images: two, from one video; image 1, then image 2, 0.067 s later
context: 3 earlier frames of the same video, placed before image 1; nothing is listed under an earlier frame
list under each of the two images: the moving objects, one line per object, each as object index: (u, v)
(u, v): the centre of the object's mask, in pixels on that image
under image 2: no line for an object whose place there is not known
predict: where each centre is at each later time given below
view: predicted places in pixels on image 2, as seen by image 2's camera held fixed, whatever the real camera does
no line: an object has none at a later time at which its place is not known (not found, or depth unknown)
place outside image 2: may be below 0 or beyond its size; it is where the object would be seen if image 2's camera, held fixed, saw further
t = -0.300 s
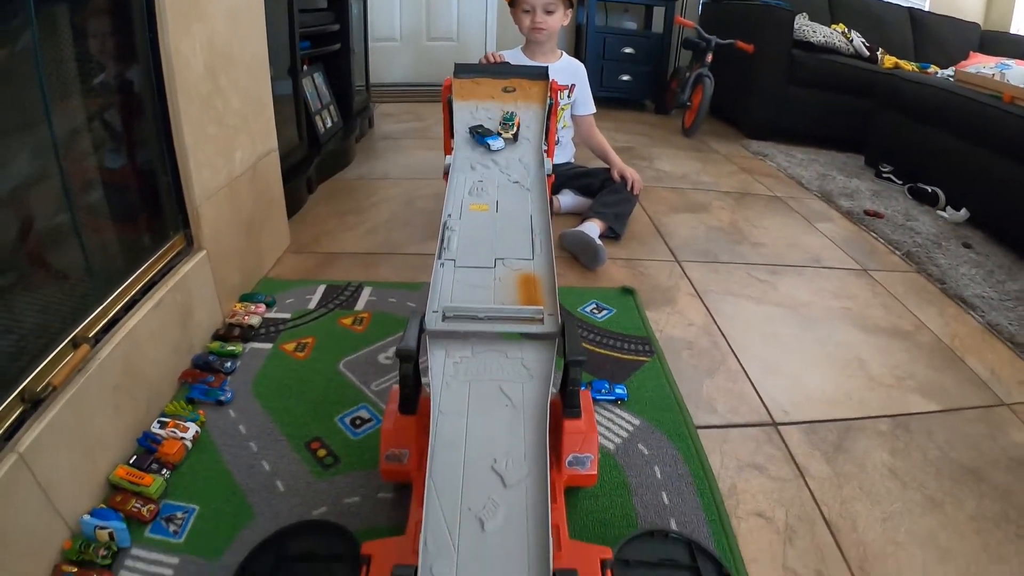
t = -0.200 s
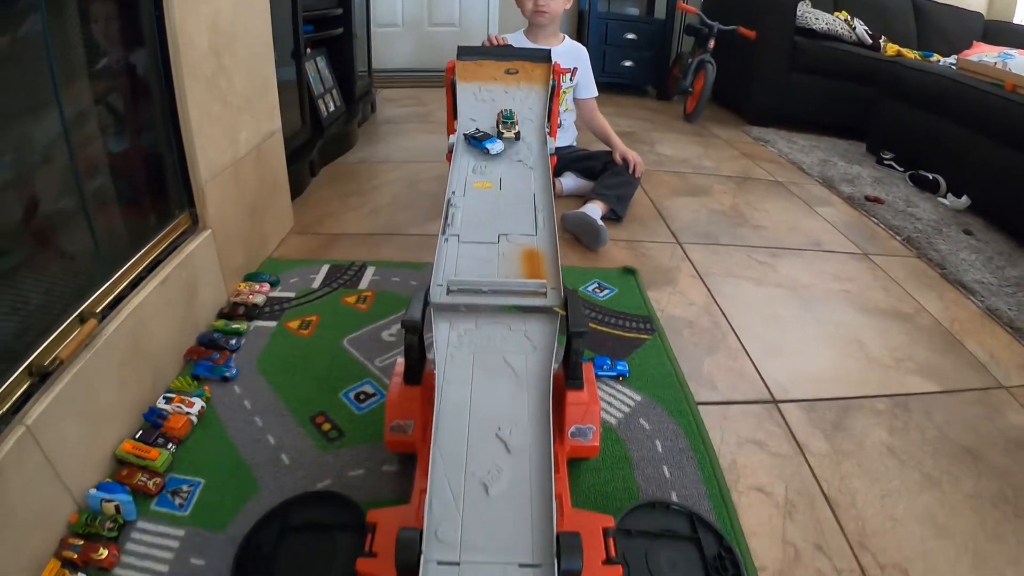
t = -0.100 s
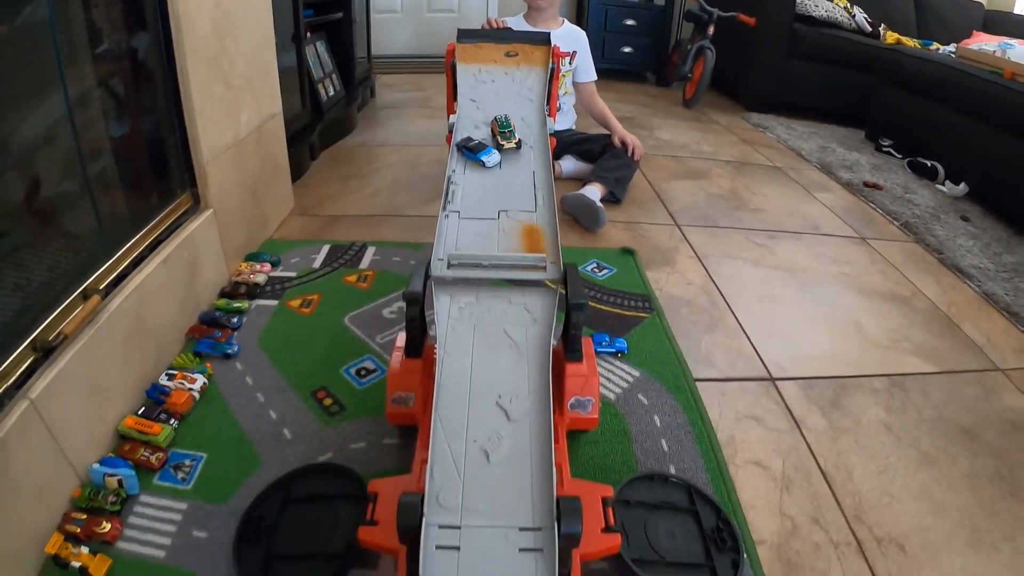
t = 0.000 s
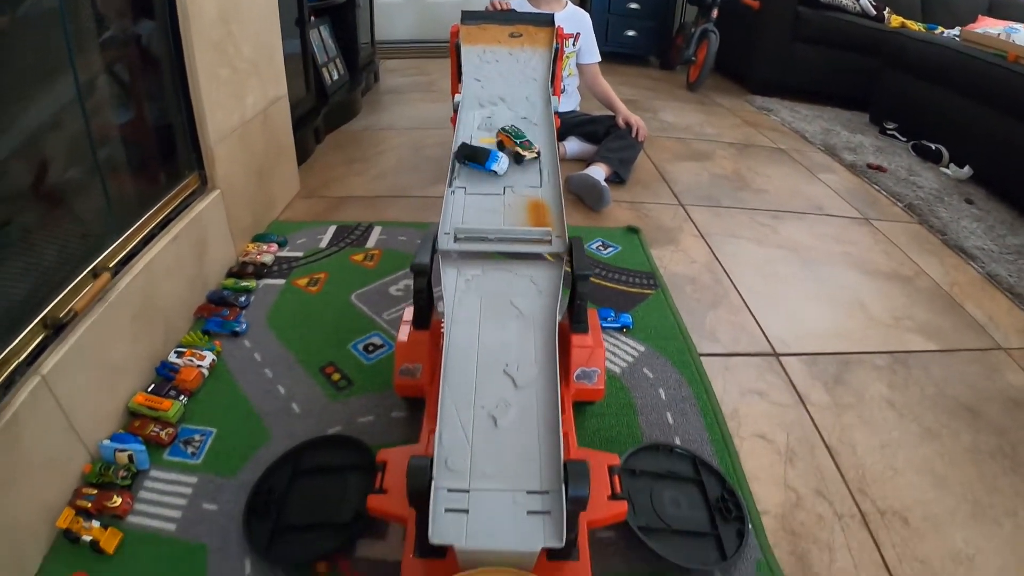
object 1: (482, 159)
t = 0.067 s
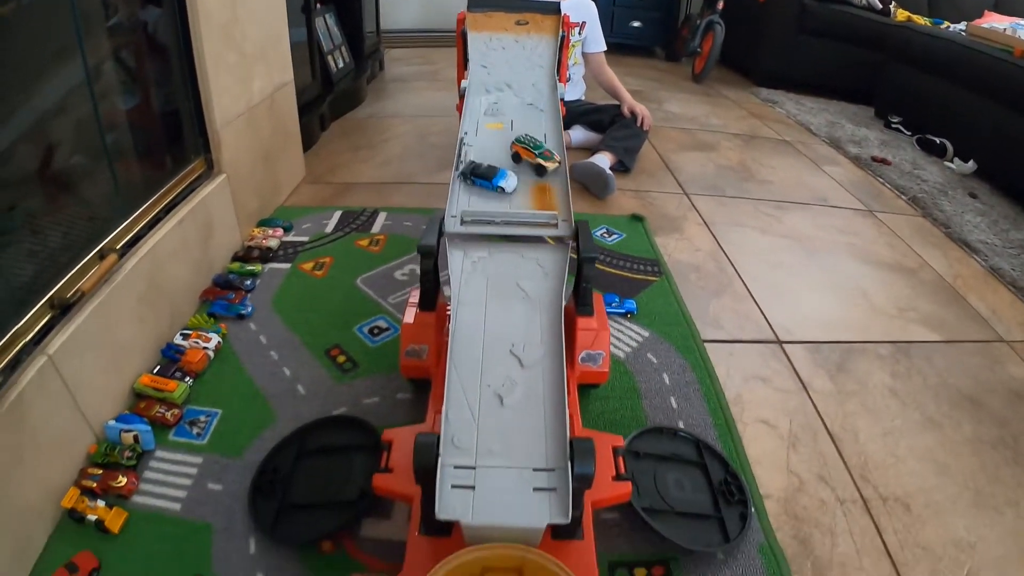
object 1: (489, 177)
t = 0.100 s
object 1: (489, 194)
